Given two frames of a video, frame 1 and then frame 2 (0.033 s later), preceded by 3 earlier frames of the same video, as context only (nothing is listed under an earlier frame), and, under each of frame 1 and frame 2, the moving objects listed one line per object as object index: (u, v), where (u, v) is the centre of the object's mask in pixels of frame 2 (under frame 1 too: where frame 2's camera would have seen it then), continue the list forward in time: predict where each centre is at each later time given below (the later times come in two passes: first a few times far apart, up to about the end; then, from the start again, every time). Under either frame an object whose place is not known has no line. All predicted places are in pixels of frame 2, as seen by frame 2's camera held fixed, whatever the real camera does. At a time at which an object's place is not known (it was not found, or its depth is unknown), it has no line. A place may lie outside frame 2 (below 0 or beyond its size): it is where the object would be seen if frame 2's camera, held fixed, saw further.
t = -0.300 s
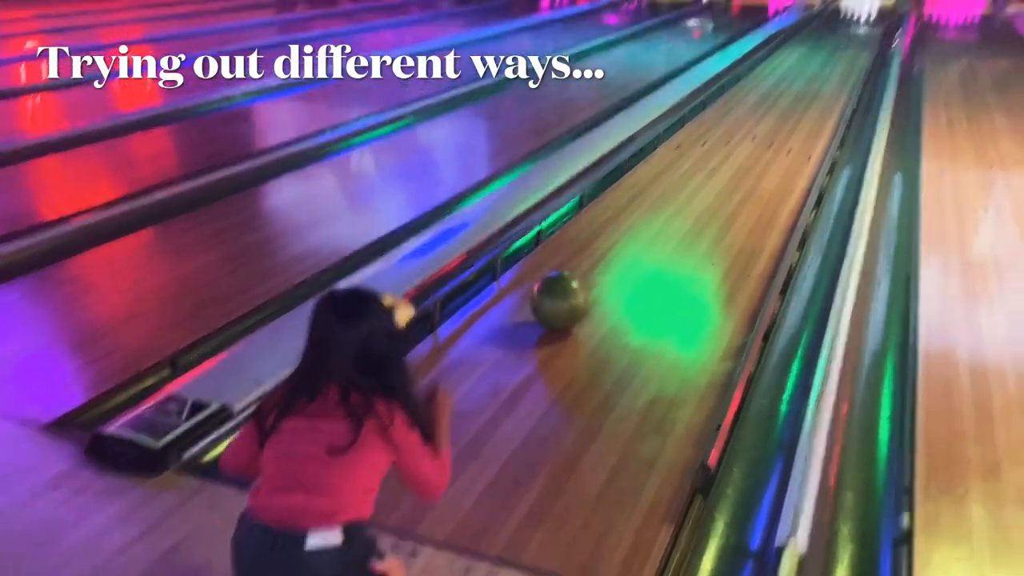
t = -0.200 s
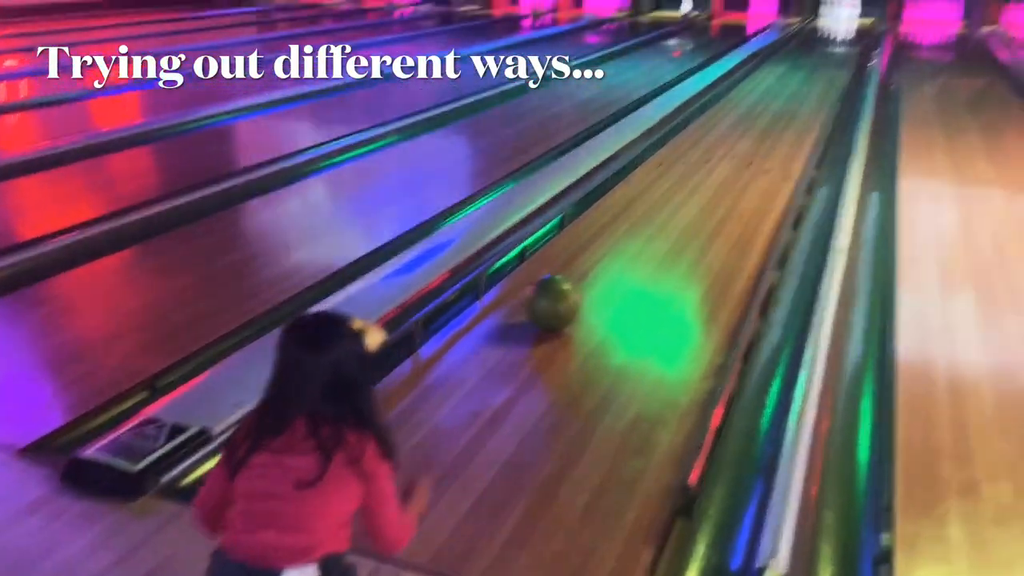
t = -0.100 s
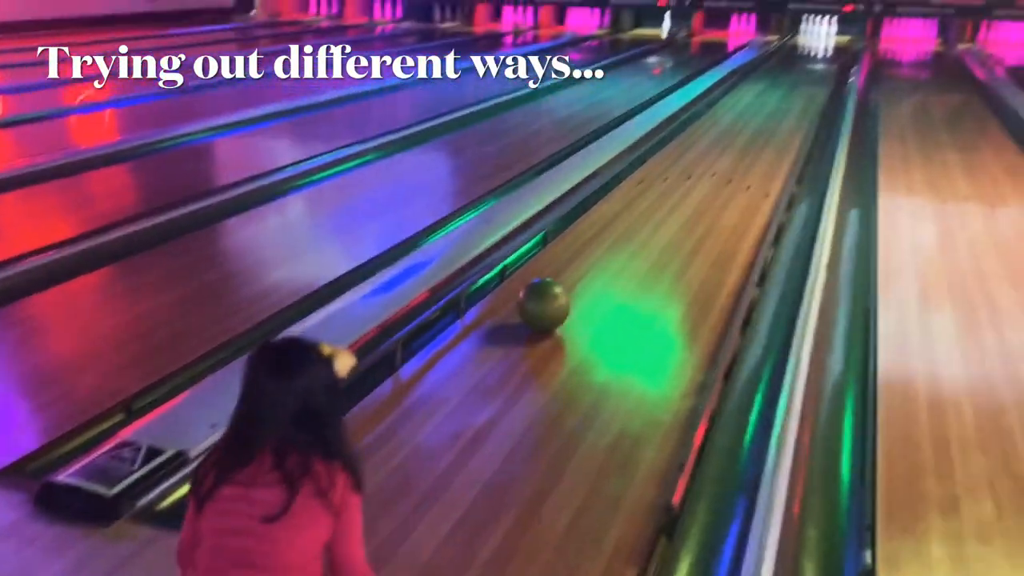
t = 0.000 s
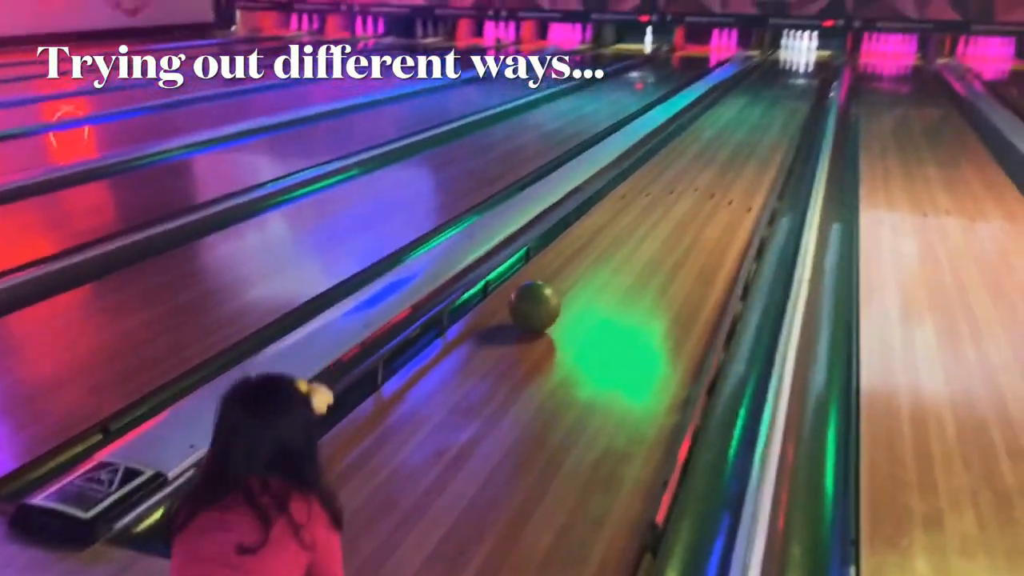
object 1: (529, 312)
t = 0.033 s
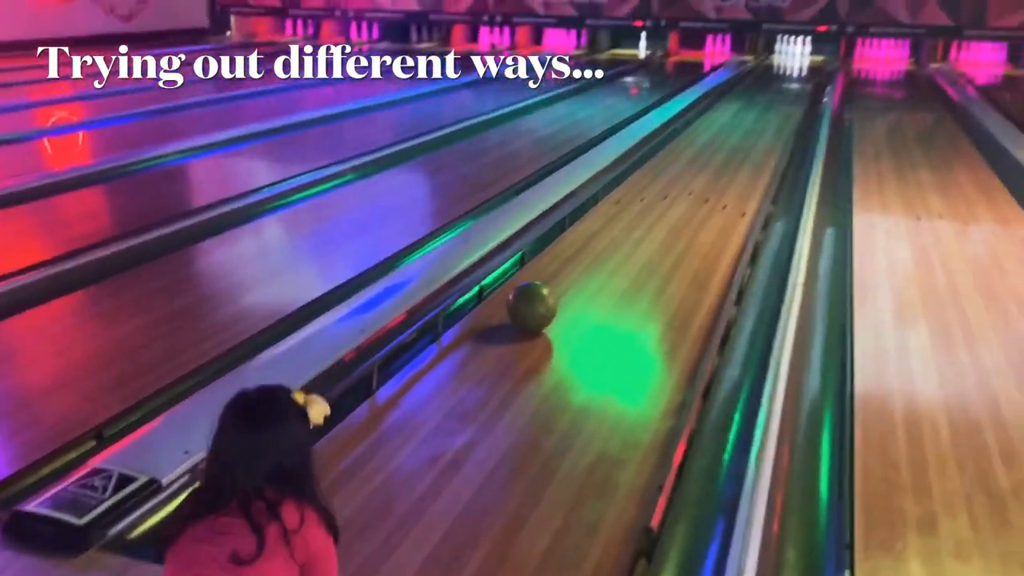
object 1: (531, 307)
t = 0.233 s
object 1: (545, 281)
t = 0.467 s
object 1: (558, 256)
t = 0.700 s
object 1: (569, 235)
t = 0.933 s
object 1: (580, 216)
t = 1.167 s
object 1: (601, 202)
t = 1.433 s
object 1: (622, 190)
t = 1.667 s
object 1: (639, 179)
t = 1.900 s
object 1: (653, 170)
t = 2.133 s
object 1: (667, 161)
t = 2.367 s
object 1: (678, 154)
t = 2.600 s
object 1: (690, 146)
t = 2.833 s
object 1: (700, 140)
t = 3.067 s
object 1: (710, 134)
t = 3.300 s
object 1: (719, 128)
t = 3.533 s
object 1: (727, 123)
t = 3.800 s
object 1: (734, 118)
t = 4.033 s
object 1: (740, 113)
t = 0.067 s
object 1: (534, 302)
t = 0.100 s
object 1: (536, 298)
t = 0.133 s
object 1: (539, 293)
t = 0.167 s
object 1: (541, 289)
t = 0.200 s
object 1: (543, 285)
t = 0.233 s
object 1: (545, 281)
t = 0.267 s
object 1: (547, 277)
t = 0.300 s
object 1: (549, 273)
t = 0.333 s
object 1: (551, 270)
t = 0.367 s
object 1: (553, 266)
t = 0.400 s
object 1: (555, 262)
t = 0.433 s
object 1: (556, 259)
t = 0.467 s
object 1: (558, 256)
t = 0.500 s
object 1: (560, 253)
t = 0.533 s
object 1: (562, 250)
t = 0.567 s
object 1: (563, 246)
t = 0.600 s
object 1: (565, 244)
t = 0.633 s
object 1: (566, 241)
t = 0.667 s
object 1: (568, 238)
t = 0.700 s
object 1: (569, 235)
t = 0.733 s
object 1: (570, 232)
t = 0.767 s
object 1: (572, 229)
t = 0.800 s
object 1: (574, 227)
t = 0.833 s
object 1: (575, 224)
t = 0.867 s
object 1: (577, 221)
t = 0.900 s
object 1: (578, 219)
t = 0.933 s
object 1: (580, 216)
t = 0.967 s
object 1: (582, 214)
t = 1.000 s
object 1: (585, 212)
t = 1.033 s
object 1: (589, 210)
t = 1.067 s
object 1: (592, 208)
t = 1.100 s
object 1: (595, 206)
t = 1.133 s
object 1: (598, 205)
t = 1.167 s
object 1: (601, 202)
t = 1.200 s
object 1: (603, 201)
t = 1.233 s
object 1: (607, 199)
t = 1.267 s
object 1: (609, 197)
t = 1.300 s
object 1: (611, 196)
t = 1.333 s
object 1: (614, 195)
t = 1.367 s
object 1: (617, 193)
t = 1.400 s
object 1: (620, 191)
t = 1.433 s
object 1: (622, 190)
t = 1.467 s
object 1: (624, 188)
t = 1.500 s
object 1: (627, 187)
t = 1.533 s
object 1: (629, 185)
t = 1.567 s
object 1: (632, 184)
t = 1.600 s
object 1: (634, 182)
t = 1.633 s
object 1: (636, 181)
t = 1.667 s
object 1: (639, 179)
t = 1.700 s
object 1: (641, 178)
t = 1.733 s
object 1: (643, 177)
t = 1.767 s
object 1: (646, 175)
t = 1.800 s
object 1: (648, 174)
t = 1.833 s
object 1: (649, 173)
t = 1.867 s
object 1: (651, 171)
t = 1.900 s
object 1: (653, 170)
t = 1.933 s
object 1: (655, 169)
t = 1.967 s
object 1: (657, 167)
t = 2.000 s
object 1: (659, 166)
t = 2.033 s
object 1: (661, 165)
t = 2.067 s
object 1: (663, 164)
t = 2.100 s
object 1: (665, 162)
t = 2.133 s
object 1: (667, 161)
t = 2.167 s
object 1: (669, 160)
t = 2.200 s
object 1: (670, 159)
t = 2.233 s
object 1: (672, 158)
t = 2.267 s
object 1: (674, 157)
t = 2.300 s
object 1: (676, 156)
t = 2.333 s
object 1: (677, 155)
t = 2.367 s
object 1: (678, 154)
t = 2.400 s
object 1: (680, 152)
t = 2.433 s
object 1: (683, 151)
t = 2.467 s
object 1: (684, 150)
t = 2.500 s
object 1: (686, 150)
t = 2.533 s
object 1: (688, 148)
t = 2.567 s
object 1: (689, 147)
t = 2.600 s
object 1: (690, 146)
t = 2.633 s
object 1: (692, 146)
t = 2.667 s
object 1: (693, 145)
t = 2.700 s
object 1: (695, 144)
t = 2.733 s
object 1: (697, 142)
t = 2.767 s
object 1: (697, 142)
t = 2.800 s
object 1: (699, 141)
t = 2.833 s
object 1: (700, 140)
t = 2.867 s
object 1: (702, 139)
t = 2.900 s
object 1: (703, 138)
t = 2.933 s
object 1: (704, 138)
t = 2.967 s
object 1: (707, 137)
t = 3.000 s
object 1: (708, 136)
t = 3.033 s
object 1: (709, 135)
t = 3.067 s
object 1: (710, 134)
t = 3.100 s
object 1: (712, 133)
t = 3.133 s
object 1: (713, 133)
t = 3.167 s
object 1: (715, 132)
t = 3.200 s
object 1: (715, 131)
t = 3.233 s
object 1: (717, 130)
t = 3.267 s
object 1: (718, 130)
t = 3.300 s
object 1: (719, 128)
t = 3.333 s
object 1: (720, 128)
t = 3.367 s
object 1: (721, 128)
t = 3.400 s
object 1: (722, 127)
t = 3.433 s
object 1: (723, 126)
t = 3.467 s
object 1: (725, 125)
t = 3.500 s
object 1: (726, 124)
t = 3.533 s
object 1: (727, 123)
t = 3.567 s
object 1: (728, 122)
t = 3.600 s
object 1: (729, 122)
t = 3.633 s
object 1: (730, 121)
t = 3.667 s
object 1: (731, 120)
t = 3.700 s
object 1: (732, 120)
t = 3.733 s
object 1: (732, 119)
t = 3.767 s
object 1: (734, 119)
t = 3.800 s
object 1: (734, 118)
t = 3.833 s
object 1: (736, 117)
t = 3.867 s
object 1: (736, 116)
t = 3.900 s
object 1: (737, 116)
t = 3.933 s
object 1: (738, 115)
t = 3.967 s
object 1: (739, 114)
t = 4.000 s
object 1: (739, 114)
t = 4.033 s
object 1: (740, 113)
